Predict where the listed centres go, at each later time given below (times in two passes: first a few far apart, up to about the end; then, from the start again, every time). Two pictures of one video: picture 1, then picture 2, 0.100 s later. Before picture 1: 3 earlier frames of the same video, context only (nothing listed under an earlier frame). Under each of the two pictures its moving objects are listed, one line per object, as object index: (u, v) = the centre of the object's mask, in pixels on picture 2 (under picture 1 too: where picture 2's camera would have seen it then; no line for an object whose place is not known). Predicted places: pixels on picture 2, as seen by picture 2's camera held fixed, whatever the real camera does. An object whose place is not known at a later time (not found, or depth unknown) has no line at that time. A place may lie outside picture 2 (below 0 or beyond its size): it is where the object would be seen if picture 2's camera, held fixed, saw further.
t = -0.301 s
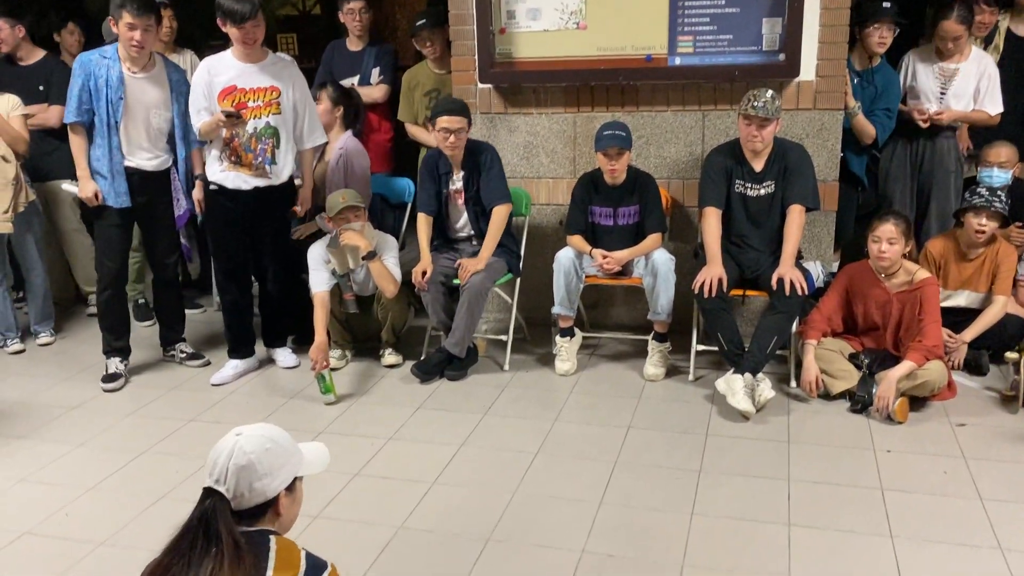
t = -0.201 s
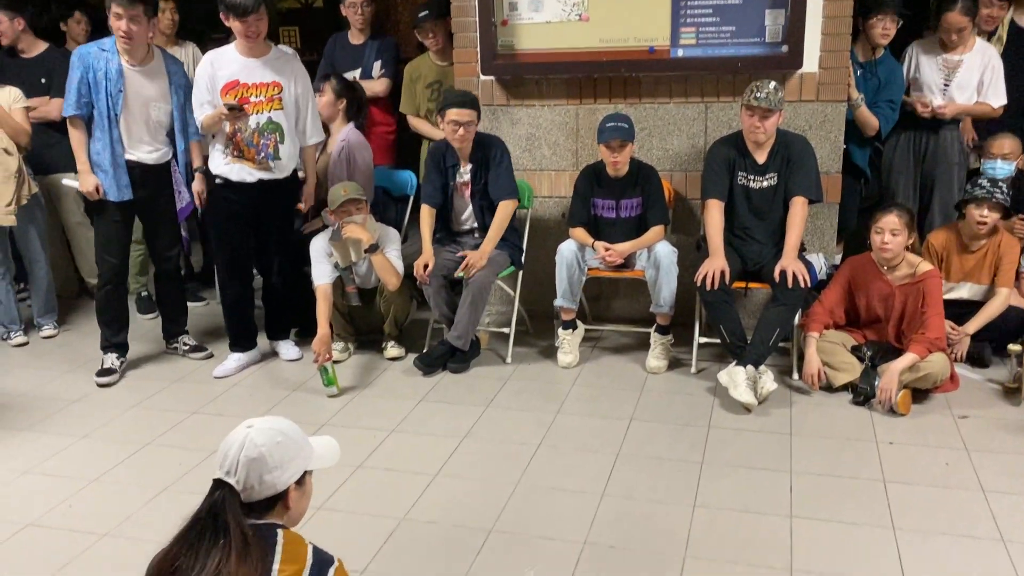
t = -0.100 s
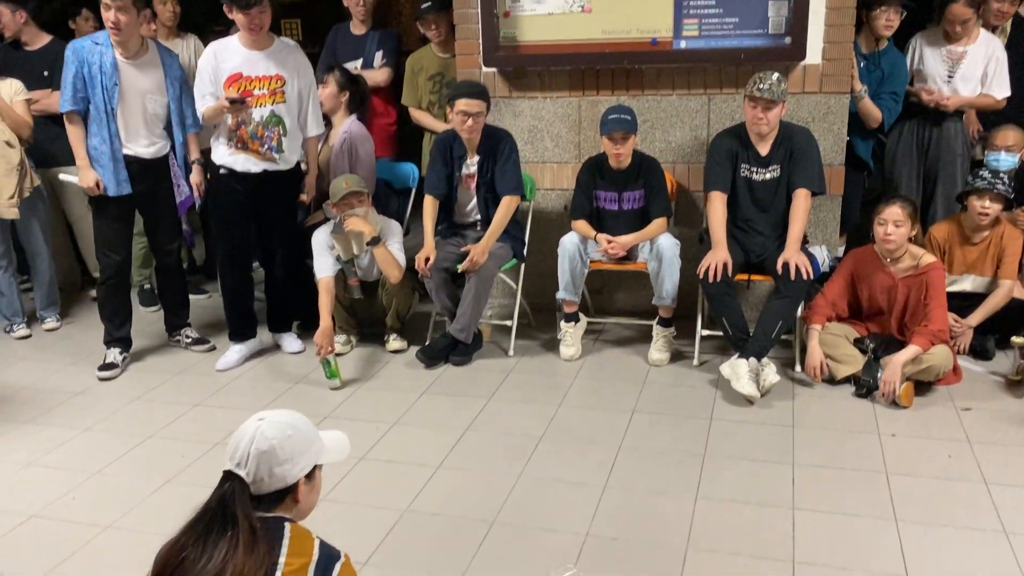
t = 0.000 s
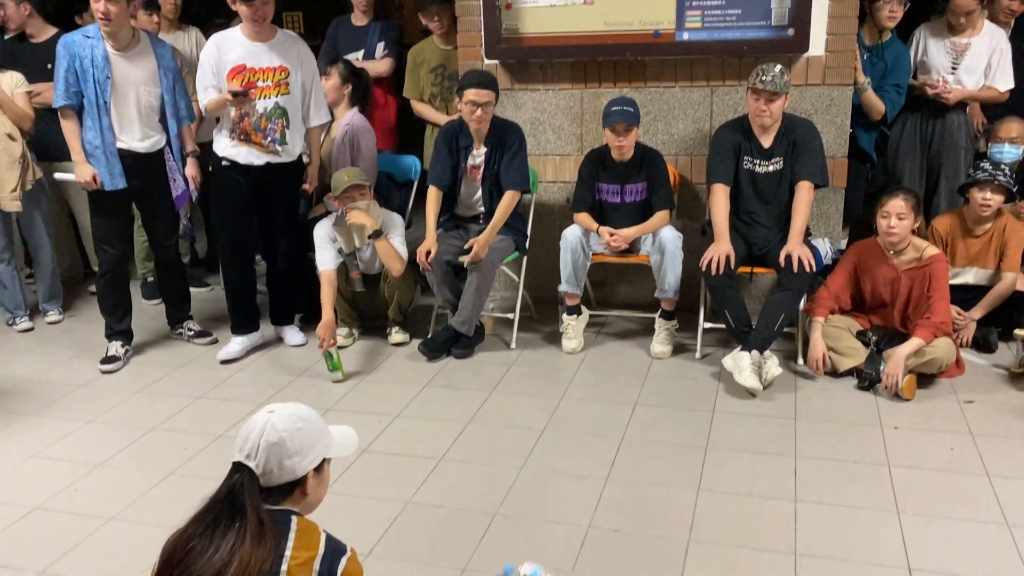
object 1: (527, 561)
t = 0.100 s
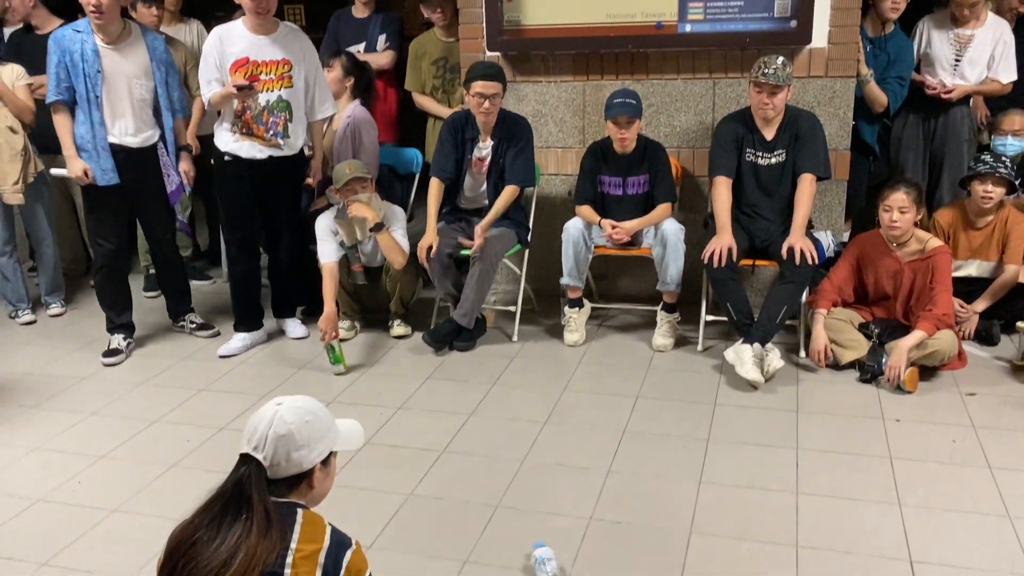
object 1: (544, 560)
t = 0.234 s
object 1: (549, 570)
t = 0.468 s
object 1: (544, 573)
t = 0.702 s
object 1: (543, 574)
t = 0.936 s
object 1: (544, 579)
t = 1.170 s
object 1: (539, 577)
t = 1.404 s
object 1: (541, 579)
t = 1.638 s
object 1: (539, 581)
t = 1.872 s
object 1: (537, 581)
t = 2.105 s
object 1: (537, 581)
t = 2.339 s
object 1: (537, 582)
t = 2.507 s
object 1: (538, 581)
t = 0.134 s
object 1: (550, 561)
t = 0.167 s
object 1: (551, 564)
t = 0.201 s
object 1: (551, 567)
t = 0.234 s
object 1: (549, 570)
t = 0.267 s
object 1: (546, 572)
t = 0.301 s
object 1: (545, 573)
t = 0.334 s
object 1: (545, 574)
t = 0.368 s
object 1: (546, 574)
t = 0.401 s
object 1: (546, 574)
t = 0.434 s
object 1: (545, 574)
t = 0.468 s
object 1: (544, 573)
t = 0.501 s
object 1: (543, 575)
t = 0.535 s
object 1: (543, 574)
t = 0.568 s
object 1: (543, 575)
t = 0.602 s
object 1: (543, 573)
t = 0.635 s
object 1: (543, 574)
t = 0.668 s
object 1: (542, 574)
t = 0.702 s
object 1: (543, 574)
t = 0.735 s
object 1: (543, 574)
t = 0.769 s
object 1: (544, 575)
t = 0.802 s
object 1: (546, 575)
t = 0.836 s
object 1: (545, 576)
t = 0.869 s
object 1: (545, 577)
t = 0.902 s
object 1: (545, 578)
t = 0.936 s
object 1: (544, 579)
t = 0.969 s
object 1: (542, 579)
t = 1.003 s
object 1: (542, 580)
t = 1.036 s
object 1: (541, 580)
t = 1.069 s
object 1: (540, 580)
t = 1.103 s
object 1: (540, 579)
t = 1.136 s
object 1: (540, 578)
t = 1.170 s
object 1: (539, 577)
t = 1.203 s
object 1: (540, 577)
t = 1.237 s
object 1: (540, 577)
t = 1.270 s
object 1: (542, 578)
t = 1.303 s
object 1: (542, 578)
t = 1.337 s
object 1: (542, 578)
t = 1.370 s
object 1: (541, 578)
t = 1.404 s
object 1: (541, 579)
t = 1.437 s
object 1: (541, 579)
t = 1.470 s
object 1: (541, 580)
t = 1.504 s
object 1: (541, 580)
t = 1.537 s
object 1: (541, 580)
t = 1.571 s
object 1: (541, 580)
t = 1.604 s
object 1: (540, 580)
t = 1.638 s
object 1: (539, 581)
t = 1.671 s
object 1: (538, 581)
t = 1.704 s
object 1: (539, 581)
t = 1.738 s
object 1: (538, 581)
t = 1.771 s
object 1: (538, 581)
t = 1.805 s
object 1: (538, 581)
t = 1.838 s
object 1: (537, 582)
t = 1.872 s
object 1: (537, 581)
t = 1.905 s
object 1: (538, 582)
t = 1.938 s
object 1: (537, 581)
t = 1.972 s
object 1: (537, 581)
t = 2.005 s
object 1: (537, 582)
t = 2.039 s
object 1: (537, 581)
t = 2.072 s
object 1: (537, 581)
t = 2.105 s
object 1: (537, 581)
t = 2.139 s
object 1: (537, 581)
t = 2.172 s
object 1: (537, 581)
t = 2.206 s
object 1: (537, 582)
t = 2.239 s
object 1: (537, 582)
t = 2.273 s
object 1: (537, 581)
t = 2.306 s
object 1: (537, 582)
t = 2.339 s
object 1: (537, 582)
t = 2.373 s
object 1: (537, 581)
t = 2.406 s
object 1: (538, 581)
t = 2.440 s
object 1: (538, 581)
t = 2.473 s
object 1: (538, 581)
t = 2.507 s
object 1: (538, 581)
